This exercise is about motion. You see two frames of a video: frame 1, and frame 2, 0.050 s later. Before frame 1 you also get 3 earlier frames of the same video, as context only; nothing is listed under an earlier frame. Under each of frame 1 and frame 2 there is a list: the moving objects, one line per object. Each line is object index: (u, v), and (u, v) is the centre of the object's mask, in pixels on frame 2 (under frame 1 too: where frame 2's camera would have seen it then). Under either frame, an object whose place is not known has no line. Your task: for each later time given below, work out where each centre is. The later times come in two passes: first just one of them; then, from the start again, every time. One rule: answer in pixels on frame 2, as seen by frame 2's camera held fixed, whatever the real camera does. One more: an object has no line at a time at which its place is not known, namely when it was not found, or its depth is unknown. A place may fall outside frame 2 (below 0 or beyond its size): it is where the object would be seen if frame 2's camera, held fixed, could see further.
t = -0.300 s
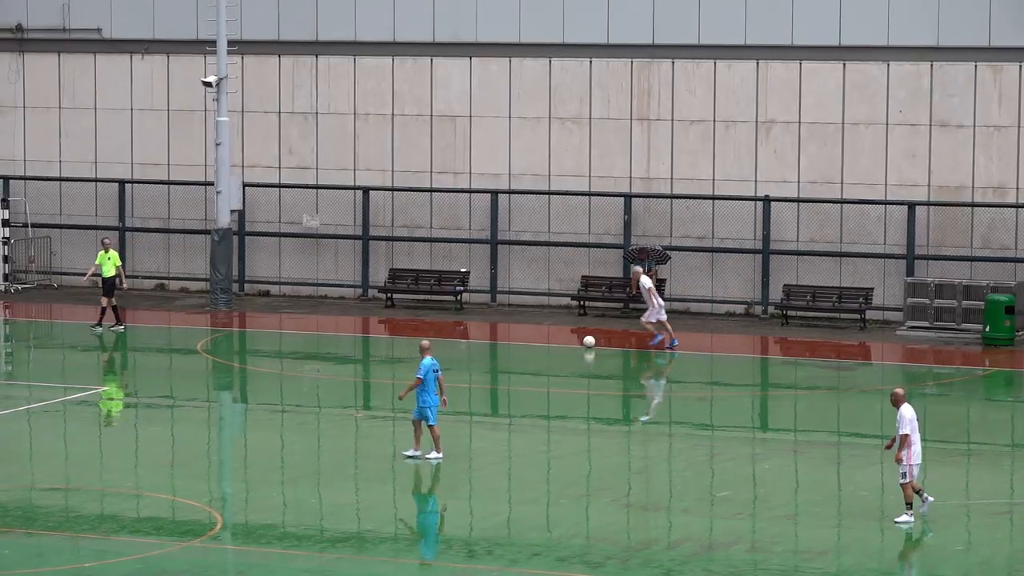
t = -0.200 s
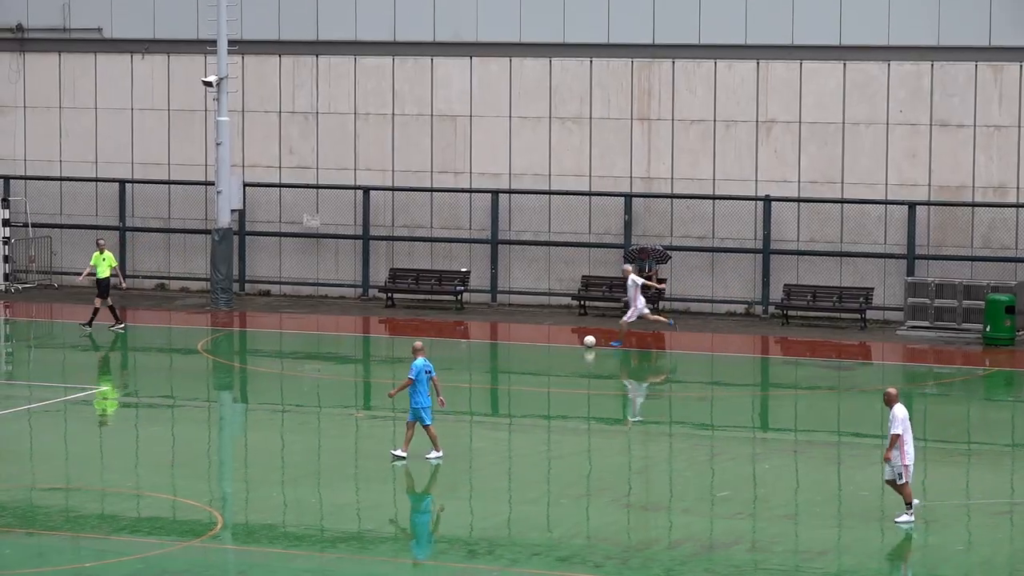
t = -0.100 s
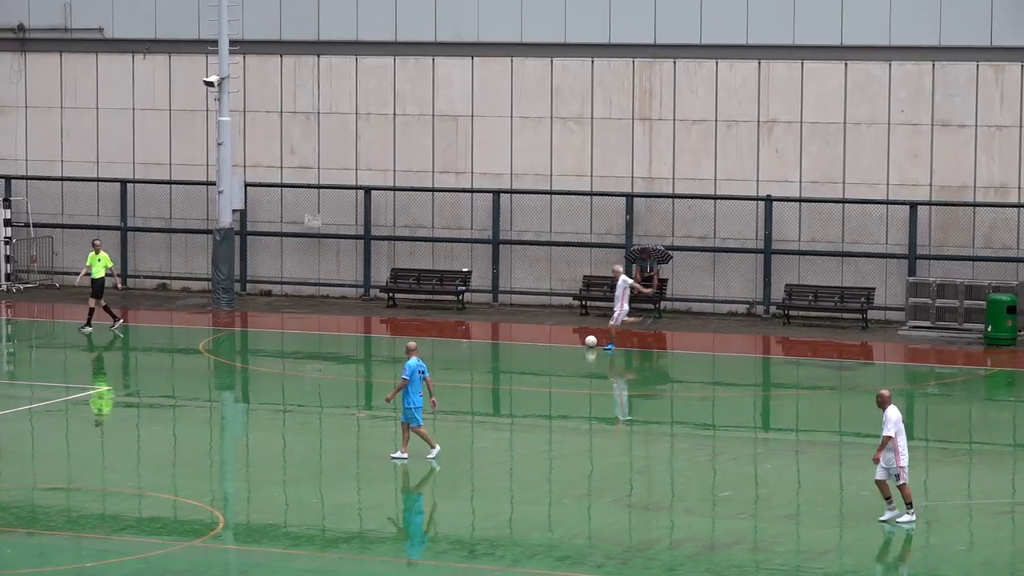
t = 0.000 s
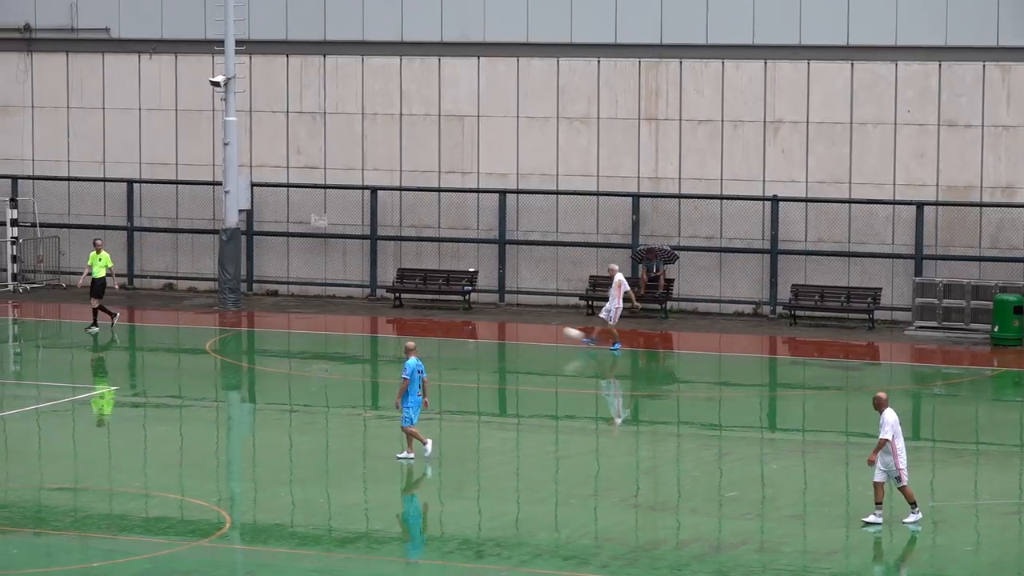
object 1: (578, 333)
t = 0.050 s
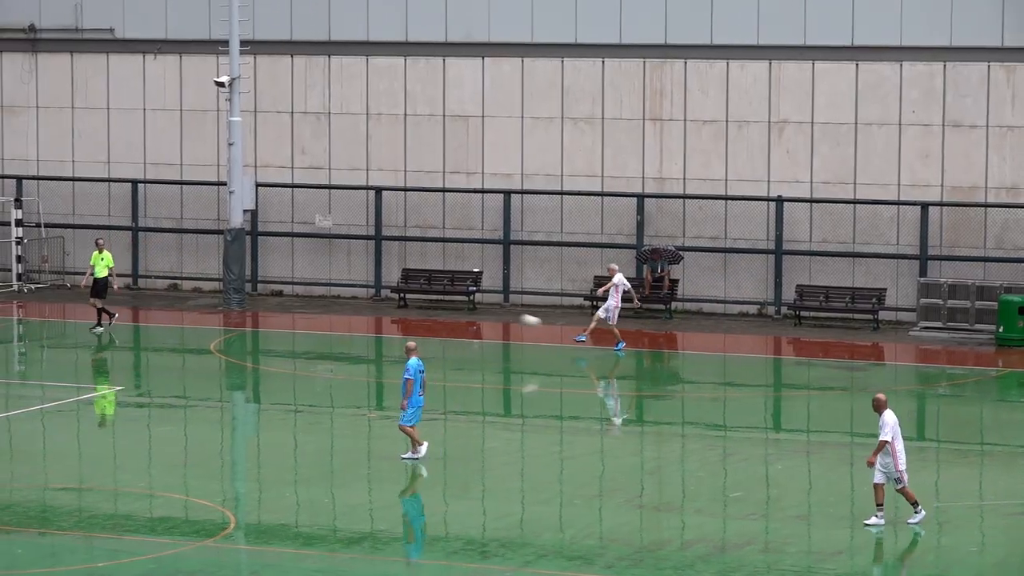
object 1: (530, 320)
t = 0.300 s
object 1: (307, 264)
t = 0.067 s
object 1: (515, 316)
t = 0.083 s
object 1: (500, 312)
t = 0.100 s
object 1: (484, 308)
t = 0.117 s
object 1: (468, 303)
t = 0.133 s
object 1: (453, 300)
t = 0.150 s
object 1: (438, 296)
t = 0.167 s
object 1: (422, 292)
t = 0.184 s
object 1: (408, 288)
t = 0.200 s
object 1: (393, 285)
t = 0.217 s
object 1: (378, 281)
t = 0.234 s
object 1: (363, 277)
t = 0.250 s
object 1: (349, 274)
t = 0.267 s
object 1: (335, 270)
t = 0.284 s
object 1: (321, 267)
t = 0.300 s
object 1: (307, 264)
